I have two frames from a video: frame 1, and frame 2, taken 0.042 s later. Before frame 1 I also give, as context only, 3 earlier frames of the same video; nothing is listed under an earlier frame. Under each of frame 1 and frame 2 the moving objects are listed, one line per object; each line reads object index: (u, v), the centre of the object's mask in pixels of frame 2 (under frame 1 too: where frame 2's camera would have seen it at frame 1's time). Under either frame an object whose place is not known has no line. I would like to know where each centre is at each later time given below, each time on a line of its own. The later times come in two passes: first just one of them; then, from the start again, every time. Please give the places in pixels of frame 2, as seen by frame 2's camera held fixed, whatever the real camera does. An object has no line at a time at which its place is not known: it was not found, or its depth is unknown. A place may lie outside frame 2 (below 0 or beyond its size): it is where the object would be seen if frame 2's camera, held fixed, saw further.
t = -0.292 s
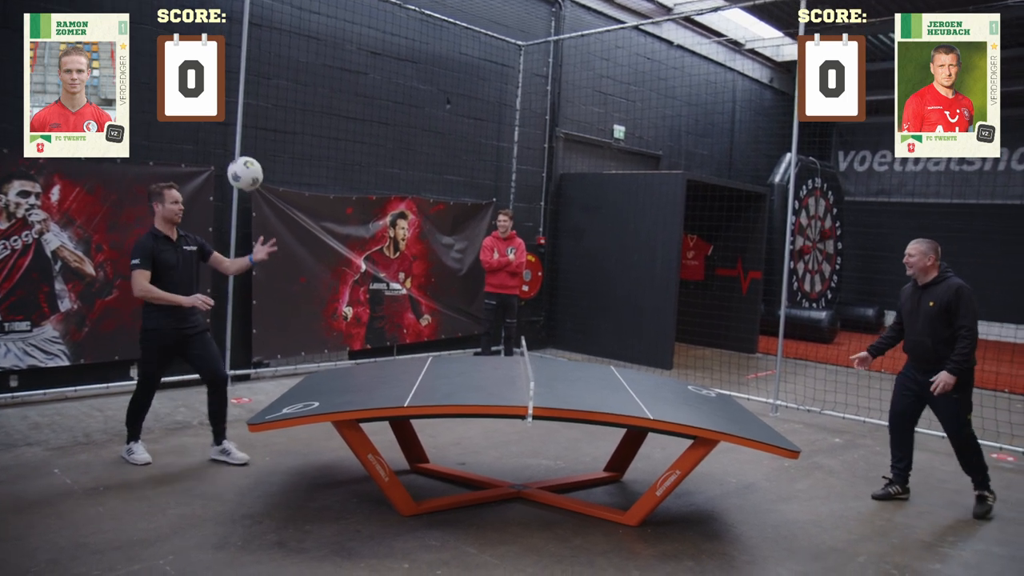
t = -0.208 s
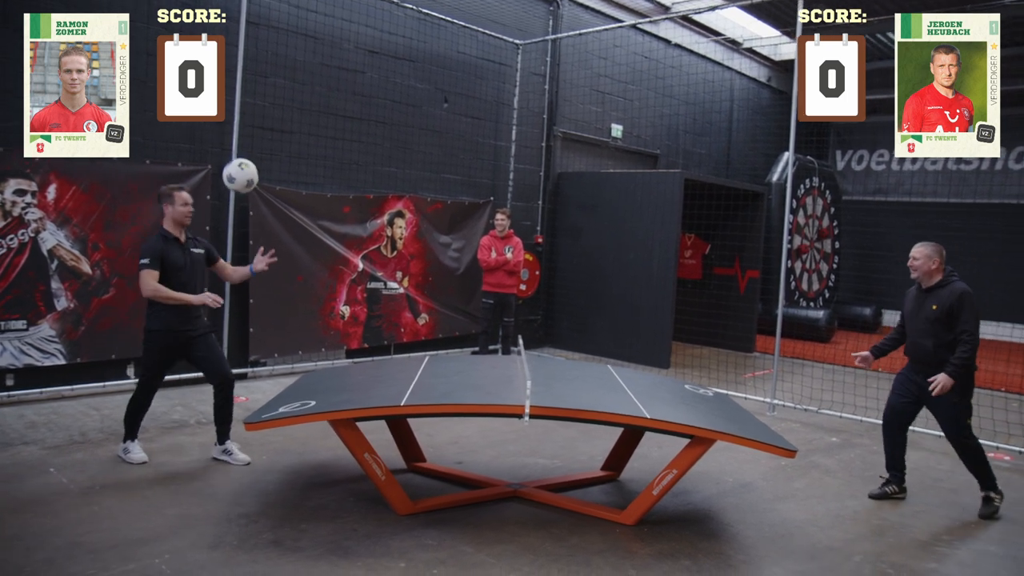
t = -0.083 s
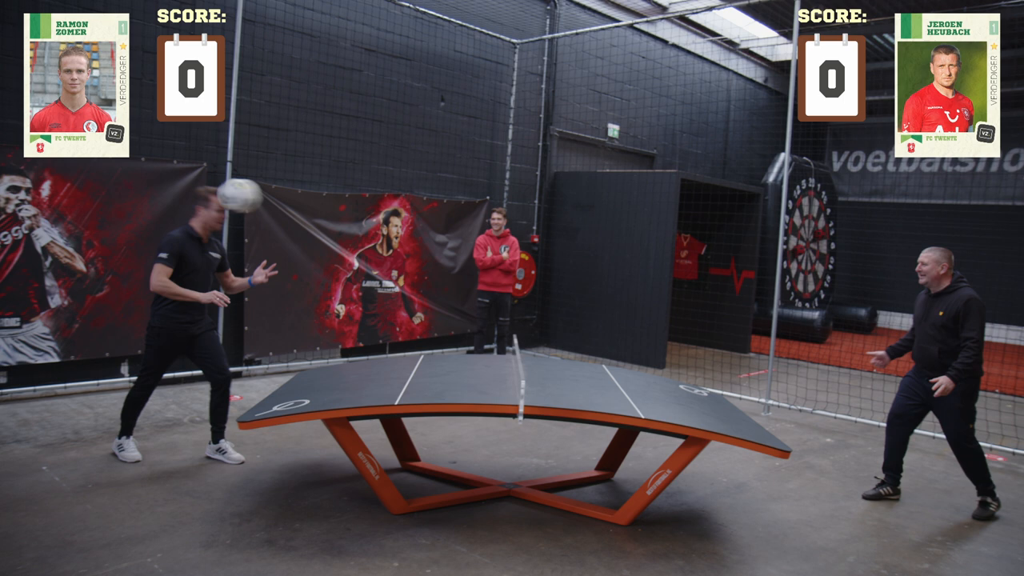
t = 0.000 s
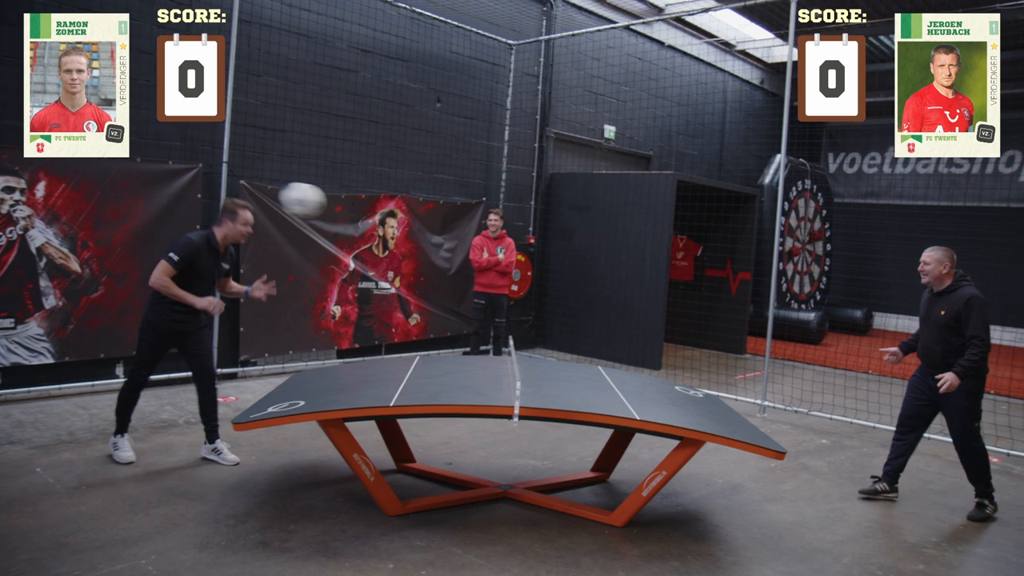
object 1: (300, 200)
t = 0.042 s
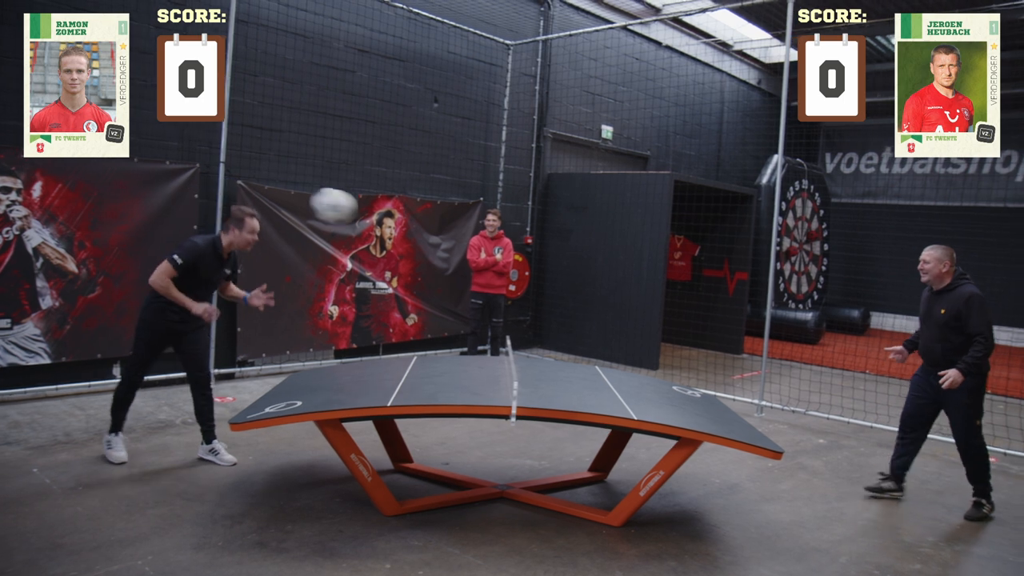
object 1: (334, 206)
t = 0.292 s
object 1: (533, 299)
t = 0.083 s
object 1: (365, 213)
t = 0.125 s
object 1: (401, 225)
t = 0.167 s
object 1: (434, 240)
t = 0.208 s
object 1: (467, 256)
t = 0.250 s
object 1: (500, 276)
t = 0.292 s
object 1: (533, 299)
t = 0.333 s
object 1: (567, 324)
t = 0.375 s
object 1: (597, 348)
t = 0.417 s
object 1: (626, 366)
